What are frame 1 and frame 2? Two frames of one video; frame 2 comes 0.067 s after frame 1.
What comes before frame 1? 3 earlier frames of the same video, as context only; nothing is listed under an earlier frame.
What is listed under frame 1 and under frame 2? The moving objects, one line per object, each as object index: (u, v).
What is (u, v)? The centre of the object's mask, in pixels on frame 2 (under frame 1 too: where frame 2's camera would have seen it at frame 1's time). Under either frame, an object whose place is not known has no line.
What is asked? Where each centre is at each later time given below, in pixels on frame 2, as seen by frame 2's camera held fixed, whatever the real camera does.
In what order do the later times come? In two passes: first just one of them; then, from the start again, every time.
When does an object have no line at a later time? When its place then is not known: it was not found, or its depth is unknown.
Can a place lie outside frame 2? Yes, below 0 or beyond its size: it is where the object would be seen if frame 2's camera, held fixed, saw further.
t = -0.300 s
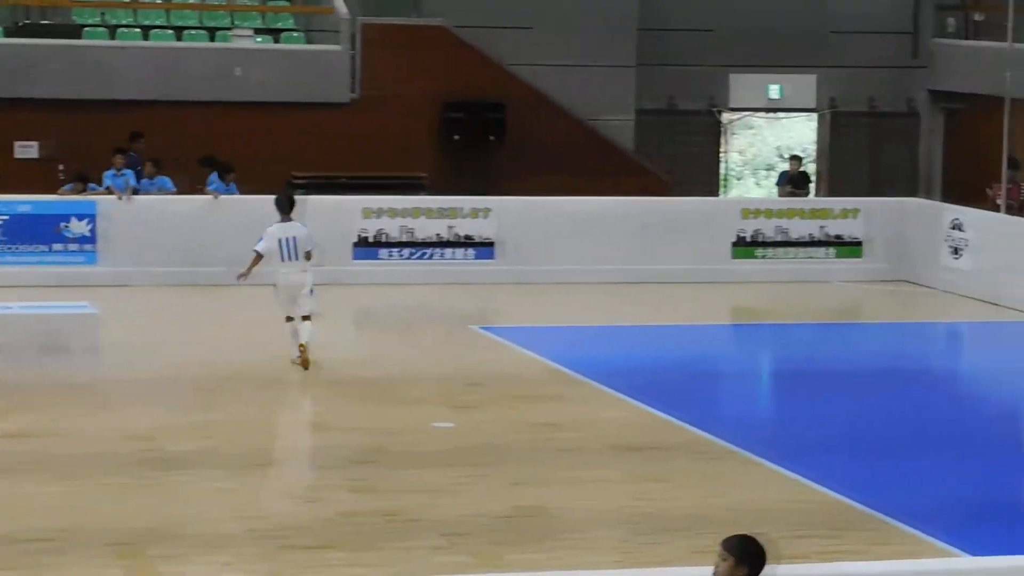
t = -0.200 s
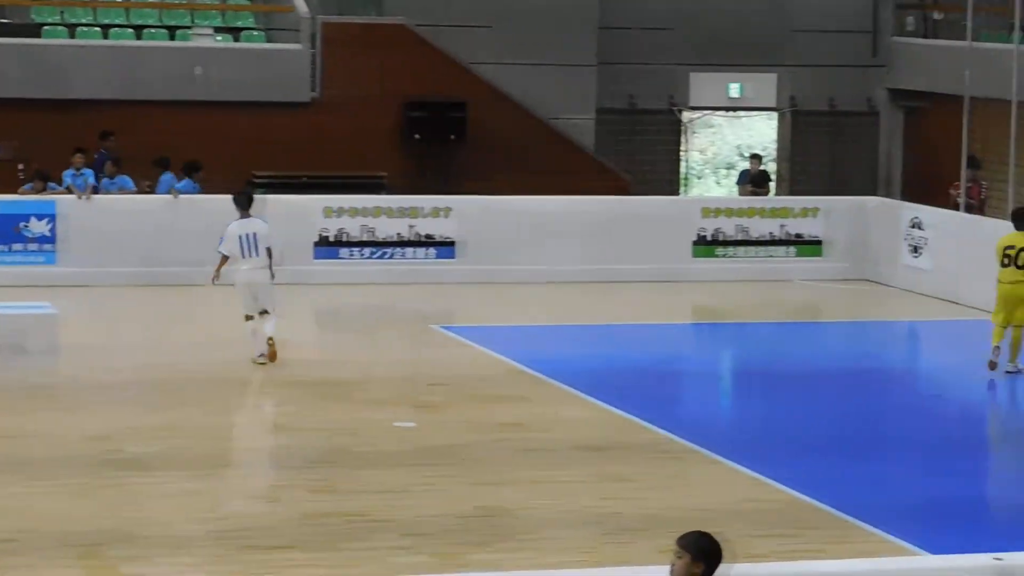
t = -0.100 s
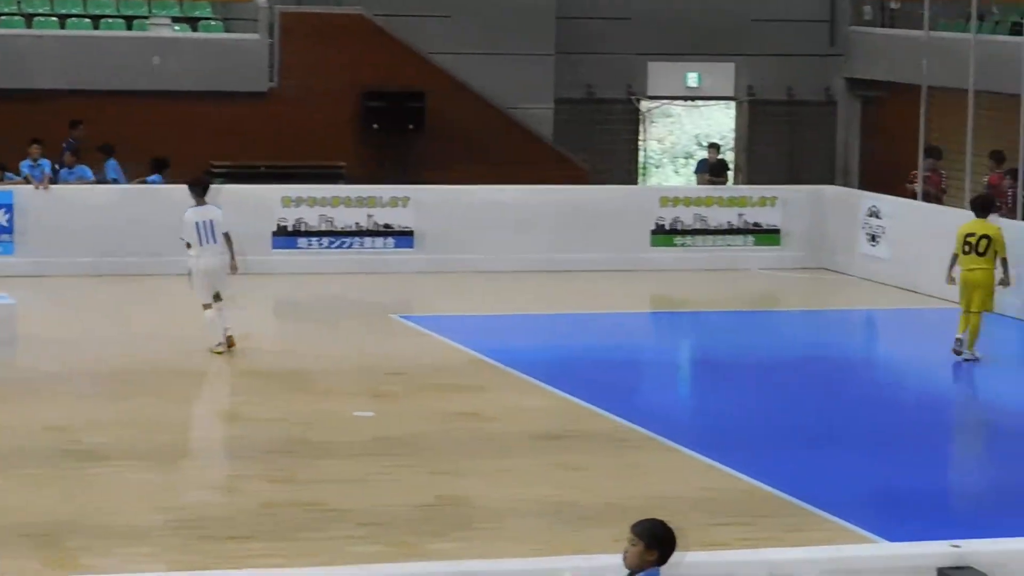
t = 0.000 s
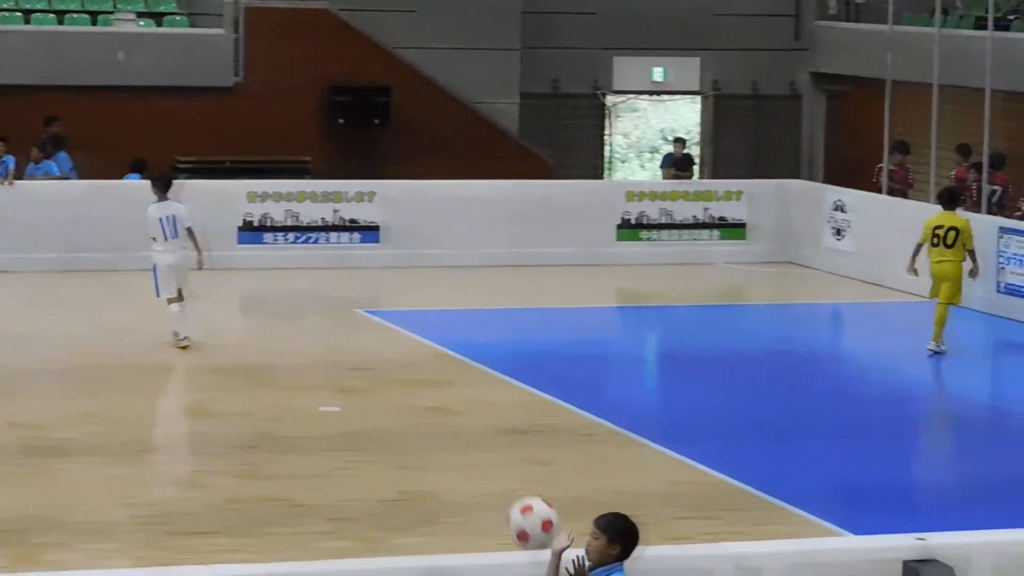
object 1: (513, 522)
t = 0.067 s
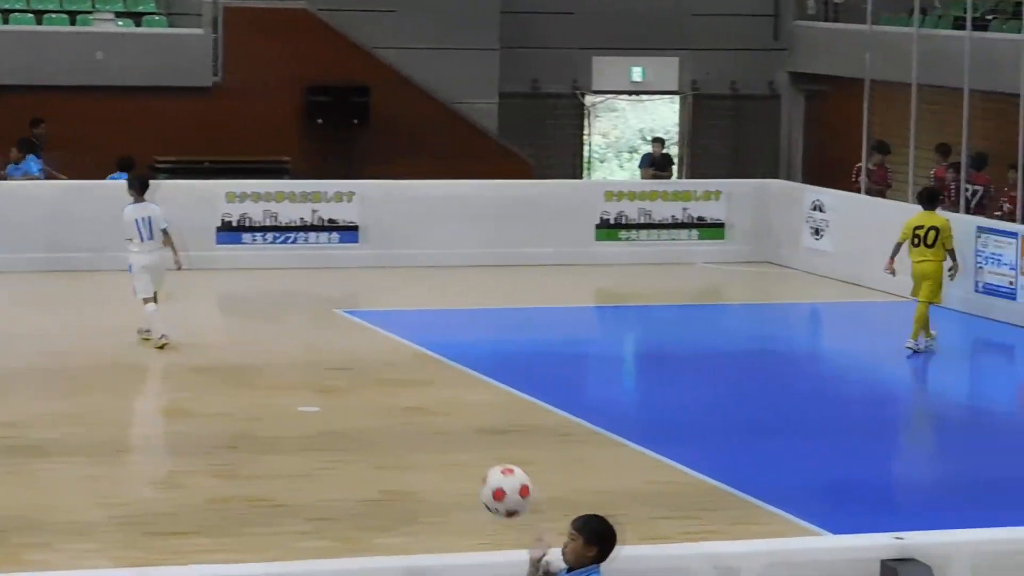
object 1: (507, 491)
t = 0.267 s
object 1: (489, 460)
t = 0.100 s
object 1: (504, 480)
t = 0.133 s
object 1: (502, 472)
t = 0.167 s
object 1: (500, 465)
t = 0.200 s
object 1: (497, 462)
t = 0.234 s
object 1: (493, 459)
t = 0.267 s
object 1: (489, 460)
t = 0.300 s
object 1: (486, 462)
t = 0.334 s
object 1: (482, 468)
